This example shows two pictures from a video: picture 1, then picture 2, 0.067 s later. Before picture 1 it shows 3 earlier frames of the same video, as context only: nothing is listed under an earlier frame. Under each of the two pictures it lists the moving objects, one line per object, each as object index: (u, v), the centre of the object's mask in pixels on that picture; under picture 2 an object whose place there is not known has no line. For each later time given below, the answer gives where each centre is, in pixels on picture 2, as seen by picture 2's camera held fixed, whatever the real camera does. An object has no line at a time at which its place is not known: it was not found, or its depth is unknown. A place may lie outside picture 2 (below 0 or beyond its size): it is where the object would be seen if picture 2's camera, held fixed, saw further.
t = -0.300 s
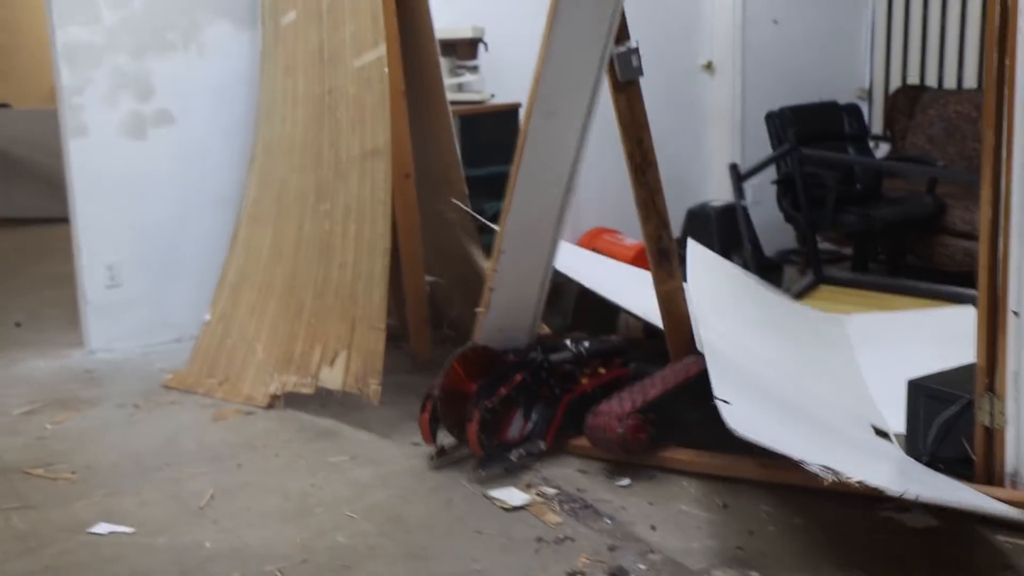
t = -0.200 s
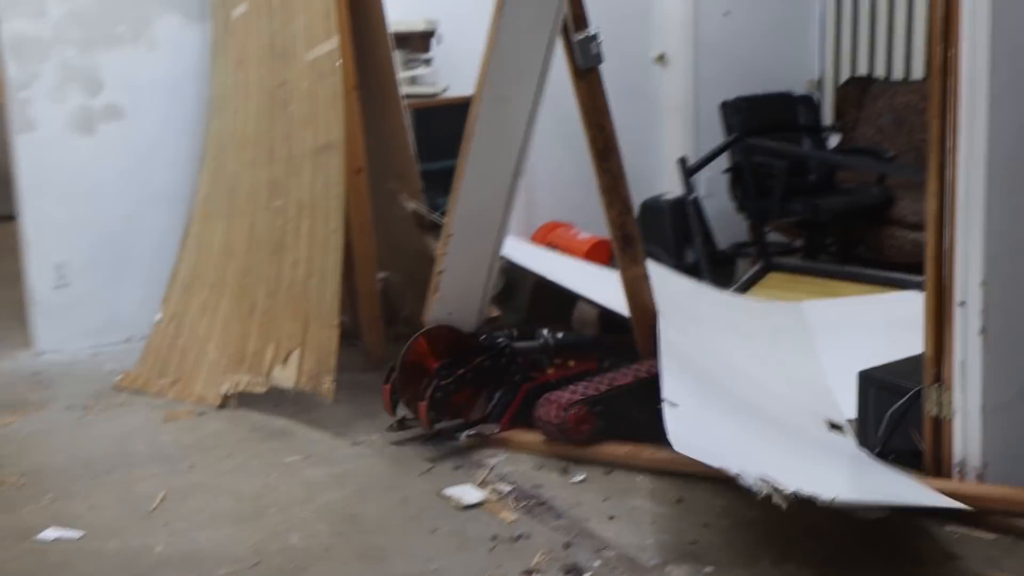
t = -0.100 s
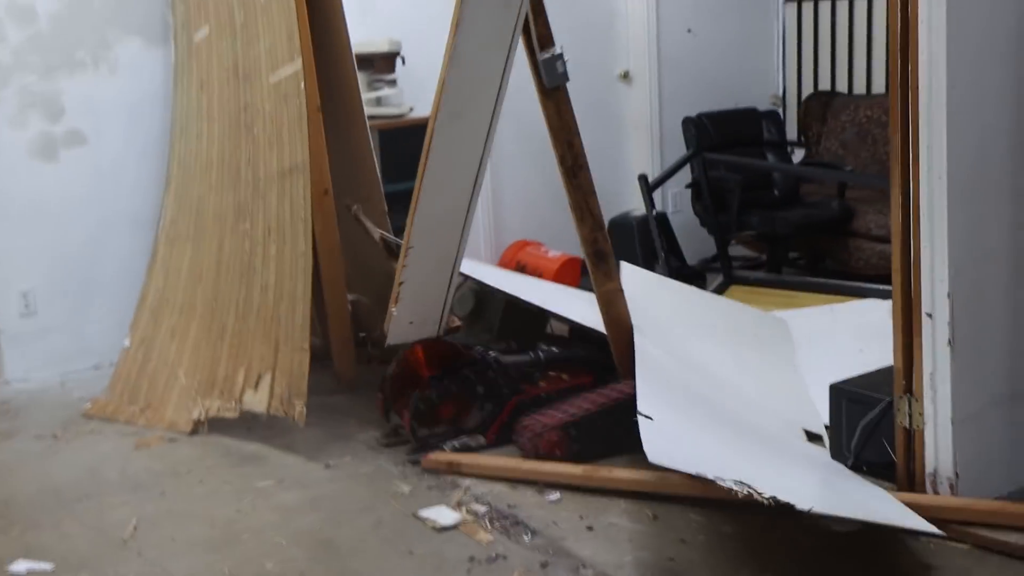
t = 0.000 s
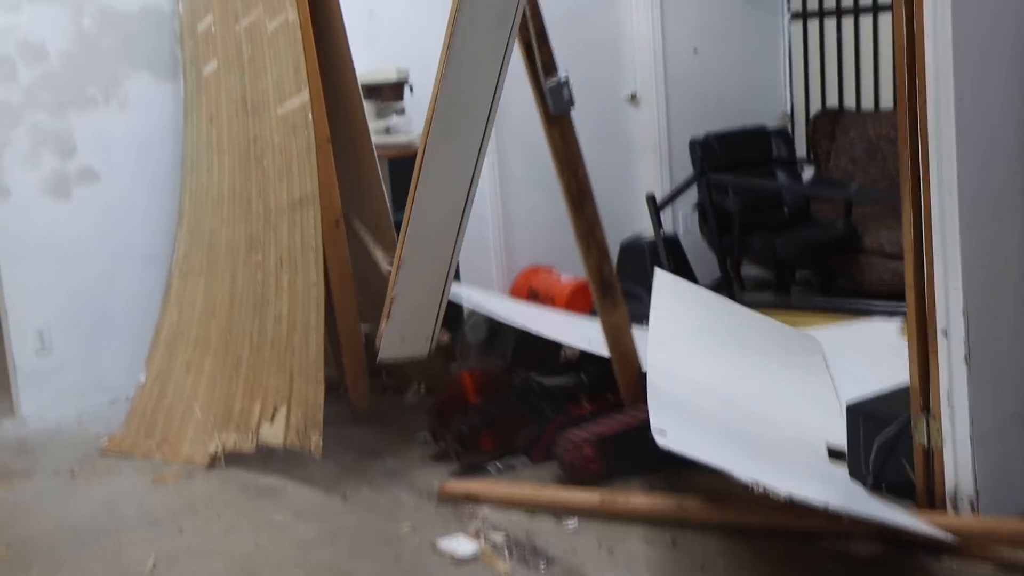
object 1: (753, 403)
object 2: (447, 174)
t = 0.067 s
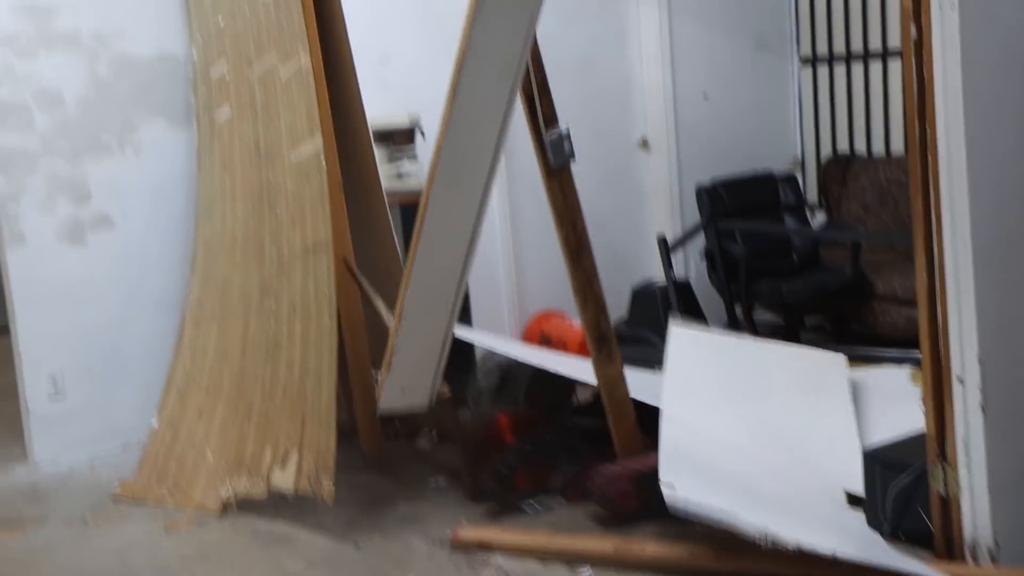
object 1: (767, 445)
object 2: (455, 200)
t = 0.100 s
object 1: (762, 450)
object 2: (454, 195)
